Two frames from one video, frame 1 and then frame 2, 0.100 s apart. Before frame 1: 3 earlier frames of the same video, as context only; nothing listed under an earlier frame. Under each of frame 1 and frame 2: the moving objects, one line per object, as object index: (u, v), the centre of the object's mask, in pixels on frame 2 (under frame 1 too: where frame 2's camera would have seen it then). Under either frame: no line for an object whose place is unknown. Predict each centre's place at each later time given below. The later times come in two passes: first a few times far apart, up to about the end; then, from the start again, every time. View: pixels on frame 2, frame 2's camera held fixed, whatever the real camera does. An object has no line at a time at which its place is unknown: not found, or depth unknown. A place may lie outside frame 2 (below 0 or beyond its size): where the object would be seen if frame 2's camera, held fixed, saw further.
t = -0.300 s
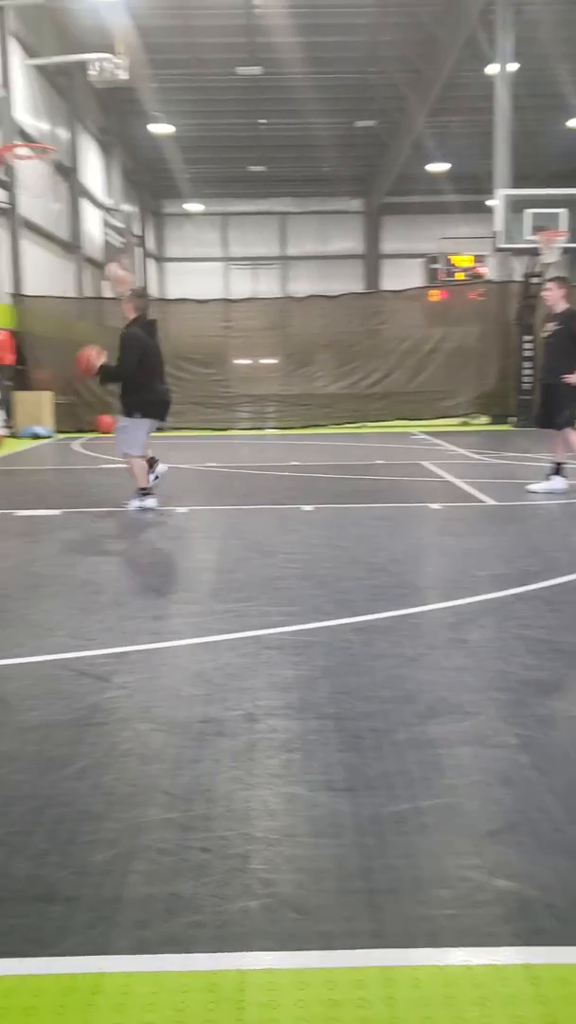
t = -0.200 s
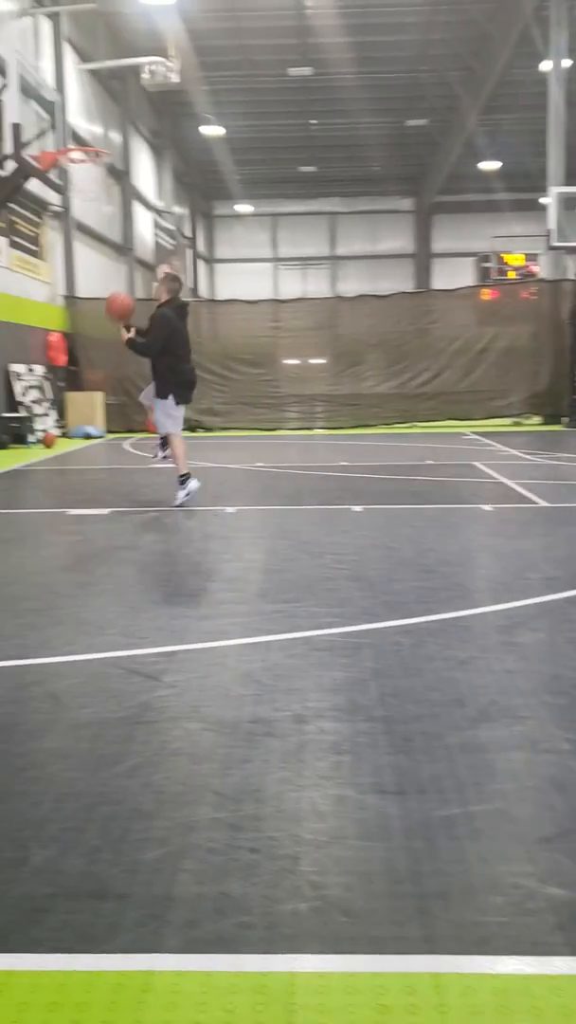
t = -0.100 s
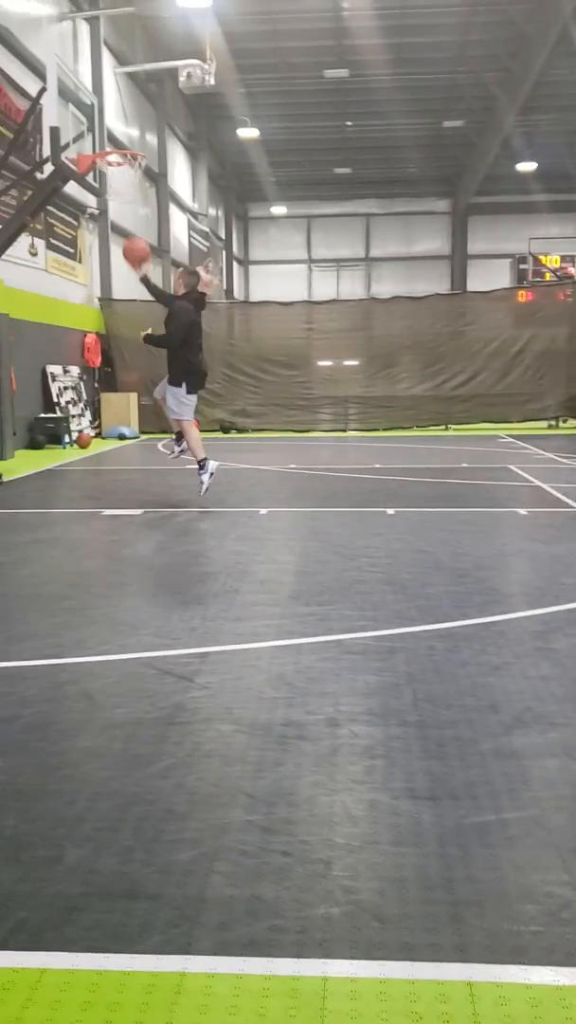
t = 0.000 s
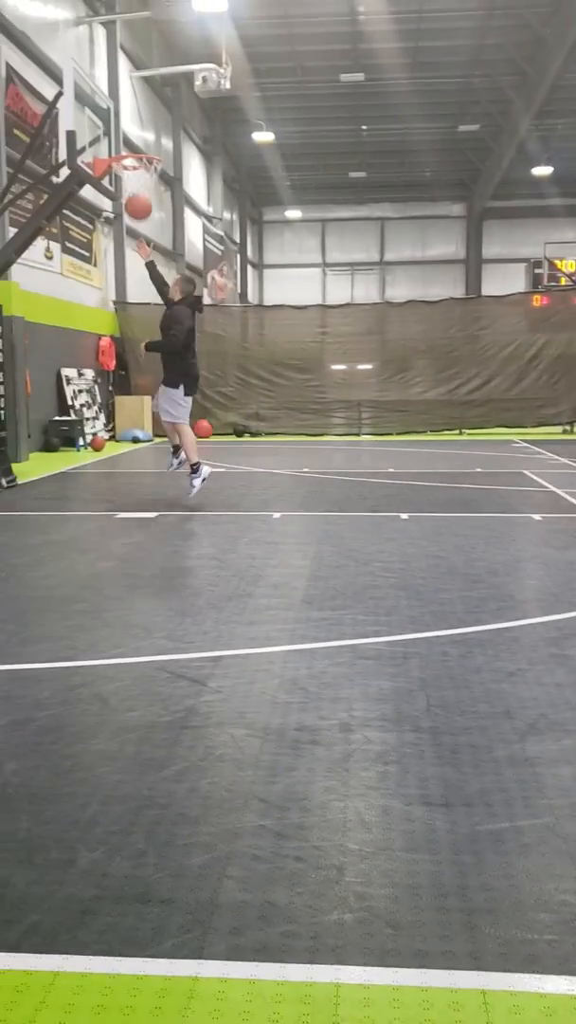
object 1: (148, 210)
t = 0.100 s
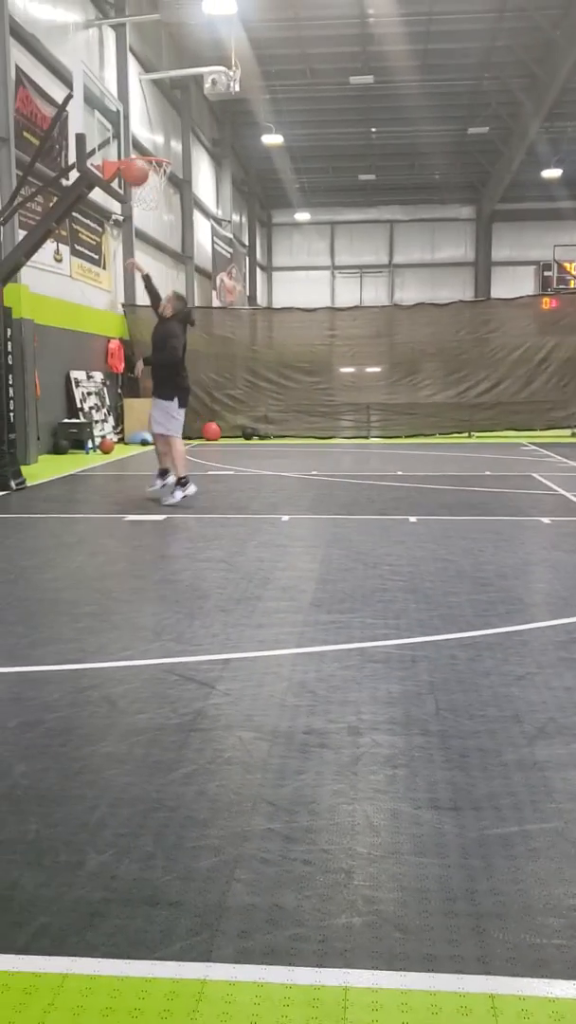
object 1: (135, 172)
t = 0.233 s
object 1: (119, 144)
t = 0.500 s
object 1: (130, 141)
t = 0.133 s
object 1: (131, 163)
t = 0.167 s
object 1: (127, 155)
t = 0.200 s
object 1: (123, 149)
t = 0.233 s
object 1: (119, 144)
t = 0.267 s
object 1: (115, 140)
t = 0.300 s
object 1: (113, 137)
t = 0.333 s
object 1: (110, 136)
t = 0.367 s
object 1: (113, 135)
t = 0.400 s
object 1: (117, 135)
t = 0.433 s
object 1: (121, 135)
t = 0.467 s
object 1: (126, 138)
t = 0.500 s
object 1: (130, 141)
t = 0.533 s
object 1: (136, 145)
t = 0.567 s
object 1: (139, 148)
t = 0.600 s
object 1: (142, 157)
